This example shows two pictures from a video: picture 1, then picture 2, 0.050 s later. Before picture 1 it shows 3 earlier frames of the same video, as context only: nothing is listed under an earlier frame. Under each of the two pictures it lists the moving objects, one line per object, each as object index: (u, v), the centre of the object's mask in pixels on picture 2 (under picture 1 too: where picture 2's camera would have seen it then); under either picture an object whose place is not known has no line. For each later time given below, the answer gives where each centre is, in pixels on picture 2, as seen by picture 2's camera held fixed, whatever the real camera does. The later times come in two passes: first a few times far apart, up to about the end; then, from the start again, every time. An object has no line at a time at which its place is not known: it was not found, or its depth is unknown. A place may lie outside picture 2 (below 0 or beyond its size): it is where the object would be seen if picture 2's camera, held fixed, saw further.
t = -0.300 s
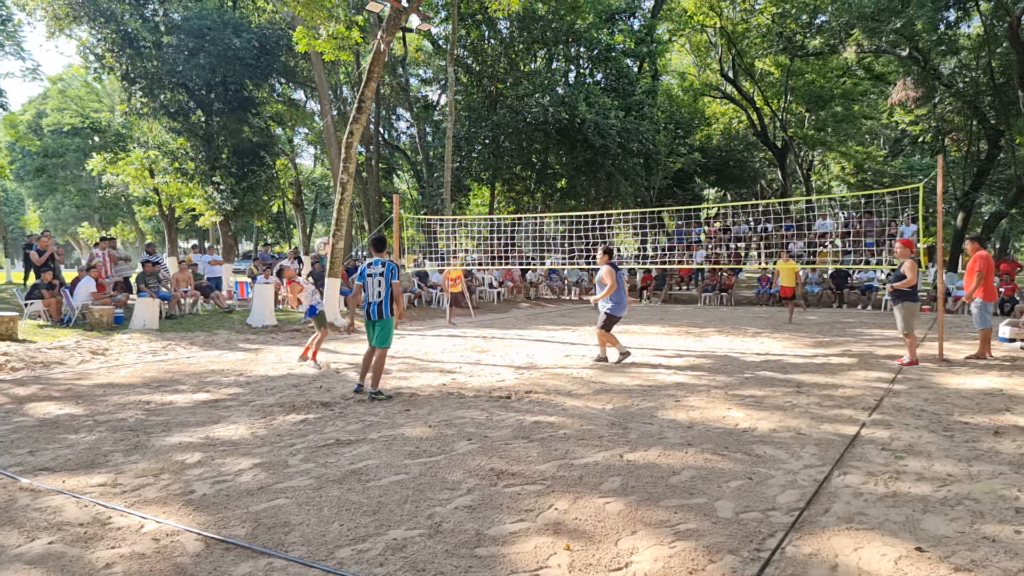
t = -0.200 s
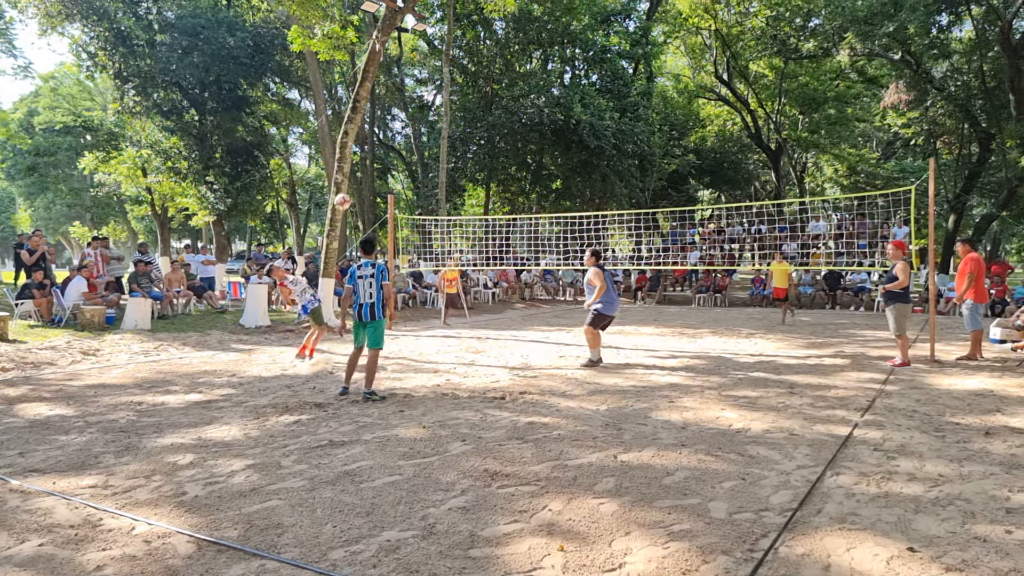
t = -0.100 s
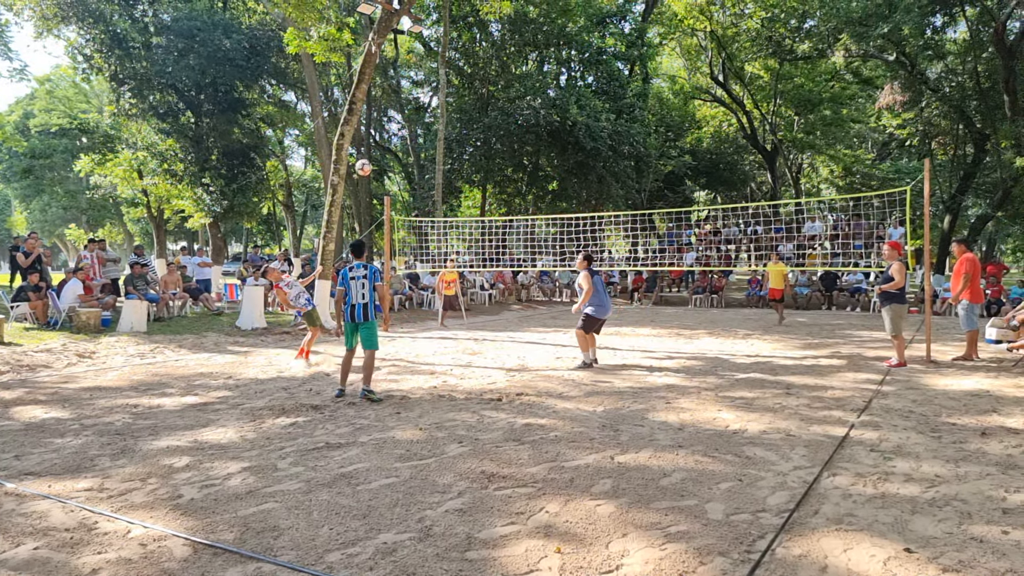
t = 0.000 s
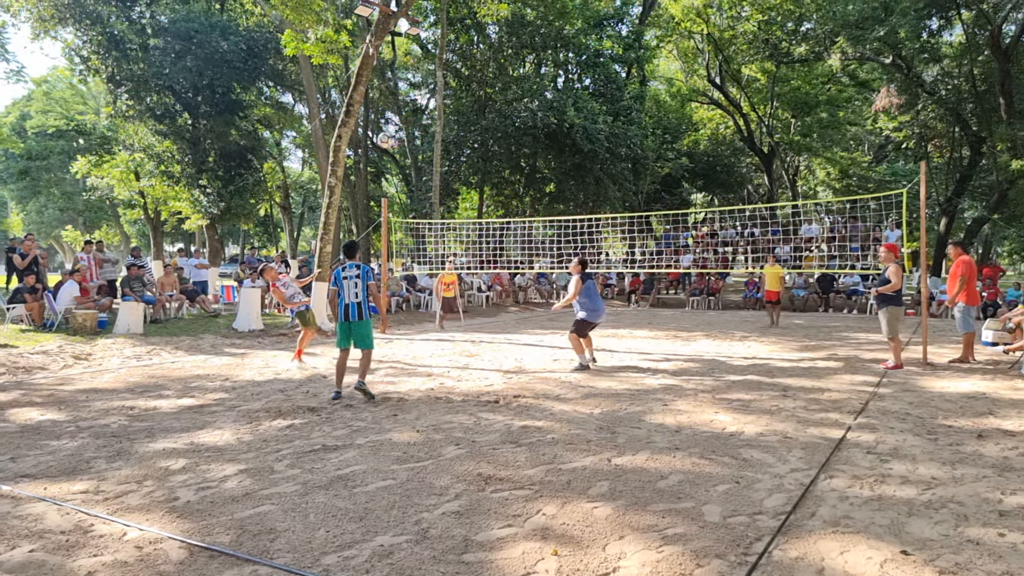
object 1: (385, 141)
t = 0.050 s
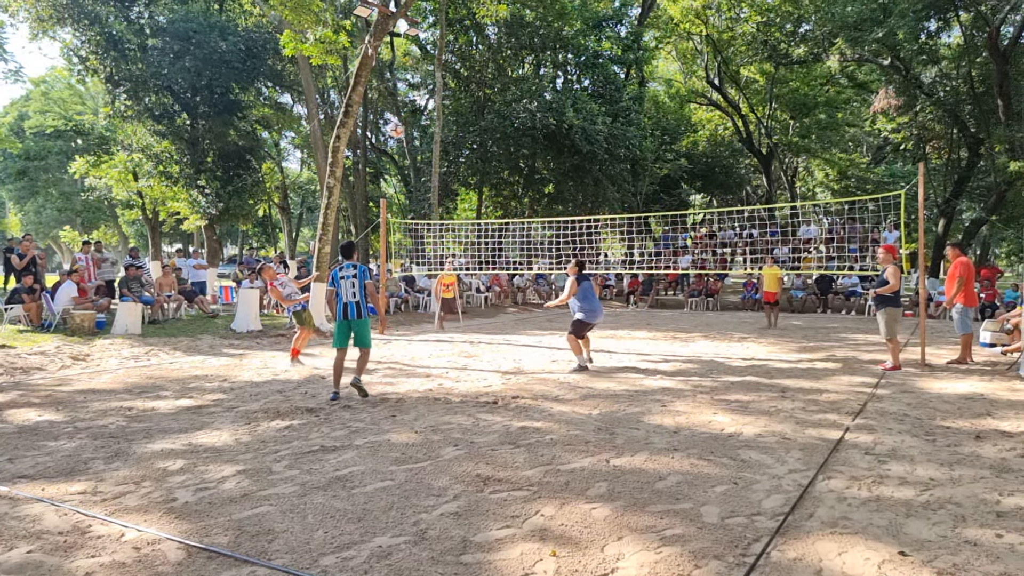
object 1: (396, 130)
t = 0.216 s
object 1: (435, 103)
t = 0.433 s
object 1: (485, 94)
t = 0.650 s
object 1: (534, 116)
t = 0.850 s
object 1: (579, 163)
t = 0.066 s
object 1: (400, 125)
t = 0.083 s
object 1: (404, 123)
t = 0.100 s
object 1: (408, 119)
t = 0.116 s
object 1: (412, 117)
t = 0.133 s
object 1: (415, 113)
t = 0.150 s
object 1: (420, 110)
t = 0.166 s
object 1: (424, 106)
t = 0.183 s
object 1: (427, 105)
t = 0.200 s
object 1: (432, 104)
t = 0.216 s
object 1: (435, 103)
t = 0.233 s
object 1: (440, 100)
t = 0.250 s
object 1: (443, 99)
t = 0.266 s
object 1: (447, 97)
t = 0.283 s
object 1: (451, 96)
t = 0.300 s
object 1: (454, 95)
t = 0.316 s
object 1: (458, 94)
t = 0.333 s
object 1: (462, 94)
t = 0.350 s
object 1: (465, 93)
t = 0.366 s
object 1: (469, 93)
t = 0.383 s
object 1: (473, 93)
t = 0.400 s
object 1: (477, 93)
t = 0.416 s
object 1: (481, 93)
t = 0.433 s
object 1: (485, 94)
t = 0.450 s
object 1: (488, 95)
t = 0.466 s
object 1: (492, 96)
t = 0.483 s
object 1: (496, 96)
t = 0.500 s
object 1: (500, 98)
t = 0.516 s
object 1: (504, 99)
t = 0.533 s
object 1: (508, 101)
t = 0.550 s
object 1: (512, 102)
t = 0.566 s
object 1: (515, 104)
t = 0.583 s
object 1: (519, 107)
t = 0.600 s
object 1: (523, 108)
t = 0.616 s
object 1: (527, 111)
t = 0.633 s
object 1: (531, 114)
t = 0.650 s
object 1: (534, 116)
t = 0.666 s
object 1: (538, 120)
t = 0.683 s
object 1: (542, 123)
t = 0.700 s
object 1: (545, 126)
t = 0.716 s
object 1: (549, 129)
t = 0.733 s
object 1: (553, 133)
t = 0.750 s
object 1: (556, 137)
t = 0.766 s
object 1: (560, 141)
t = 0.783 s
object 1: (564, 145)
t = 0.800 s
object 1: (567, 150)
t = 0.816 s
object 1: (571, 154)
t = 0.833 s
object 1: (575, 159)
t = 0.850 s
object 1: (579, 163)
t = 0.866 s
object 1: (583, 168)
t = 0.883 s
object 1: (587, 174)
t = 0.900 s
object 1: (590, 179)
